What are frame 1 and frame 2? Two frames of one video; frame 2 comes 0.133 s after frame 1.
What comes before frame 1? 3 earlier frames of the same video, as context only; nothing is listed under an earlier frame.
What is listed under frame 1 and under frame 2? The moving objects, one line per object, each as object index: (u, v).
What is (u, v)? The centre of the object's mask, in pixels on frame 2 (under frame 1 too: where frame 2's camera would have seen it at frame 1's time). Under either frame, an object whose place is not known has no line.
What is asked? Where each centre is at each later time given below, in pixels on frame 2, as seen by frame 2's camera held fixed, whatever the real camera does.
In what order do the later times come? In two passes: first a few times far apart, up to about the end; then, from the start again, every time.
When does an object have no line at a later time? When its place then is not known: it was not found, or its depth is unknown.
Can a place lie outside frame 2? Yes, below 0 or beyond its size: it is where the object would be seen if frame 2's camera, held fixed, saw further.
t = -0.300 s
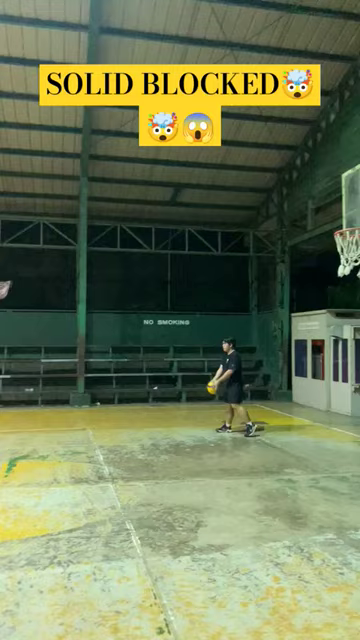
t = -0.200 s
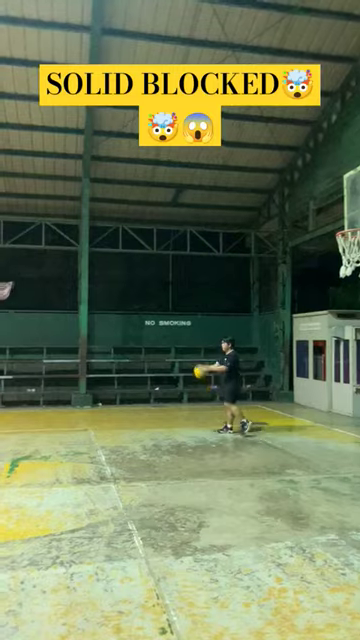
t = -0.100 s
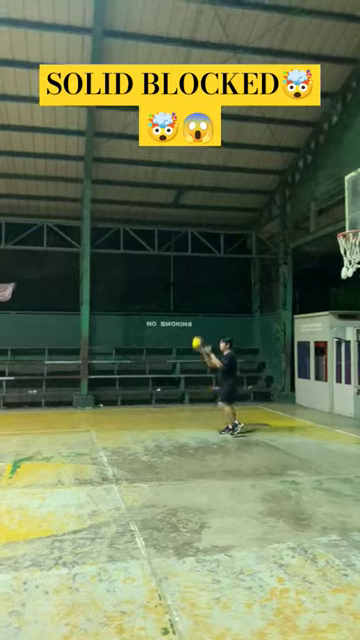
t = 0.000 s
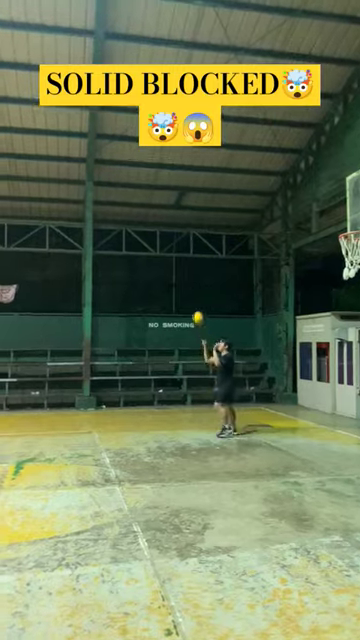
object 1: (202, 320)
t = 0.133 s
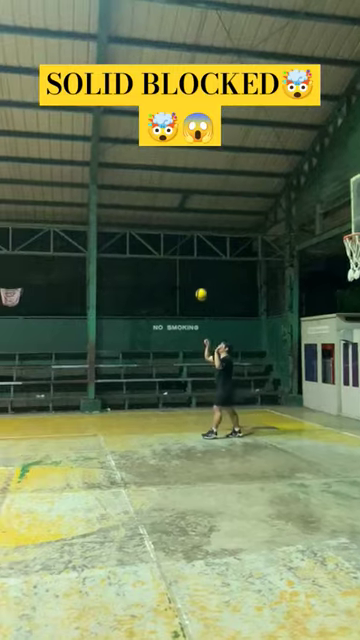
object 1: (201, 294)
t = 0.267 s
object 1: (199, 278)
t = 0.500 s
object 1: (196, 272)
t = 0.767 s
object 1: (194, 300)
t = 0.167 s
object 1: (200, 289)
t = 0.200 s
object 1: (200, 285)
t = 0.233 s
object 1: (200, 281)
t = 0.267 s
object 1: (199, 278)
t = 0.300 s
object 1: (199, 275)
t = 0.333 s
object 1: (199, 273)
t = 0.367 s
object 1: (198, 272)
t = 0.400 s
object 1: (198, 271)
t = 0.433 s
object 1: (197, 271)
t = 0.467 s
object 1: (197, 271)
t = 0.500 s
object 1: (196, 272)
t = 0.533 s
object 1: (196, 274)
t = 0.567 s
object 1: (196, 276)
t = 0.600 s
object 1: (195, 278)
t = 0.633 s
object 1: (195, 282)
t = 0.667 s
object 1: (195, 285)
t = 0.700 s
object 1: (195, 290)
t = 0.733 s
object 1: (194, 295)
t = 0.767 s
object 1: (194, 300)
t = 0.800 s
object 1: (194, 306)
